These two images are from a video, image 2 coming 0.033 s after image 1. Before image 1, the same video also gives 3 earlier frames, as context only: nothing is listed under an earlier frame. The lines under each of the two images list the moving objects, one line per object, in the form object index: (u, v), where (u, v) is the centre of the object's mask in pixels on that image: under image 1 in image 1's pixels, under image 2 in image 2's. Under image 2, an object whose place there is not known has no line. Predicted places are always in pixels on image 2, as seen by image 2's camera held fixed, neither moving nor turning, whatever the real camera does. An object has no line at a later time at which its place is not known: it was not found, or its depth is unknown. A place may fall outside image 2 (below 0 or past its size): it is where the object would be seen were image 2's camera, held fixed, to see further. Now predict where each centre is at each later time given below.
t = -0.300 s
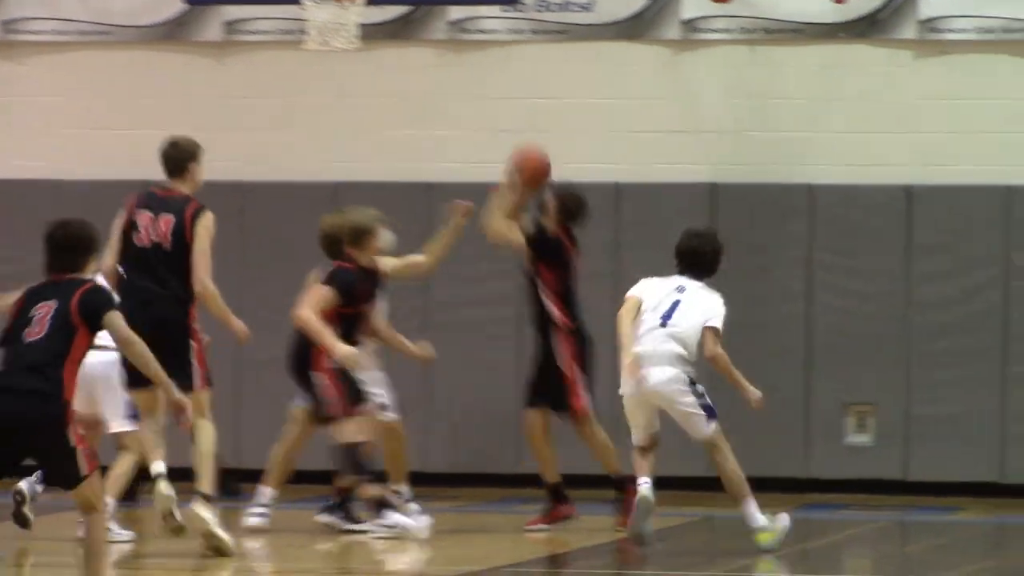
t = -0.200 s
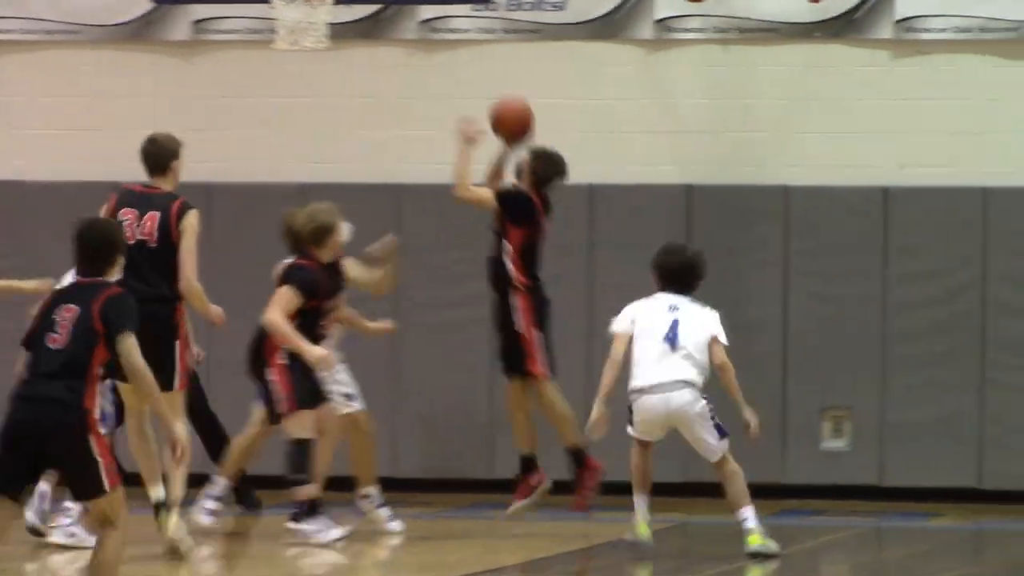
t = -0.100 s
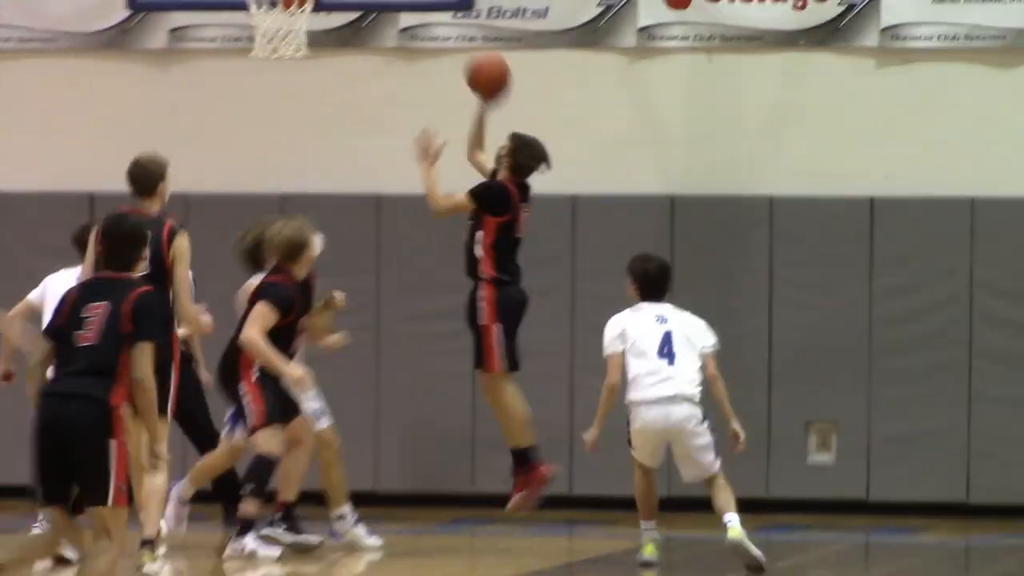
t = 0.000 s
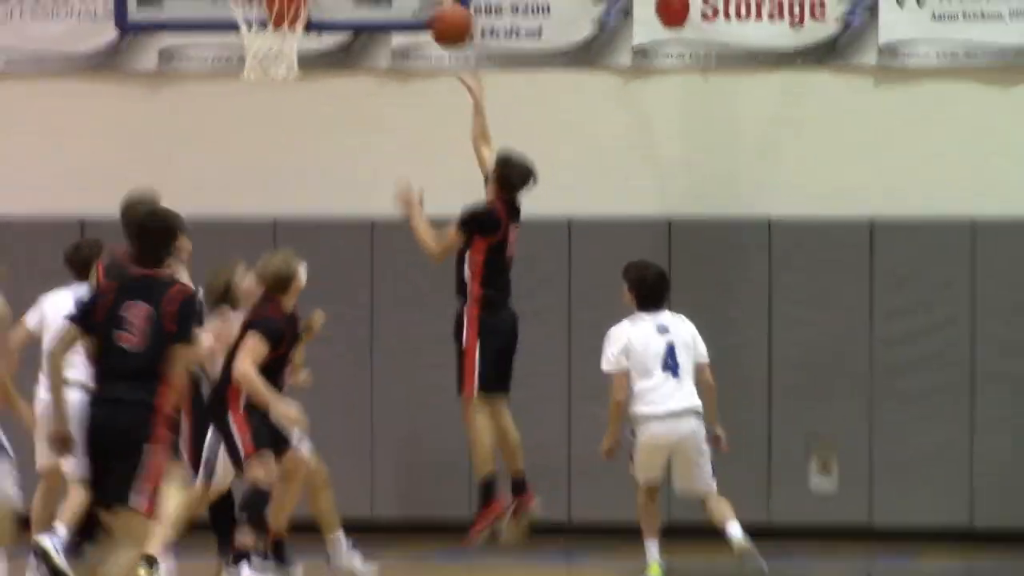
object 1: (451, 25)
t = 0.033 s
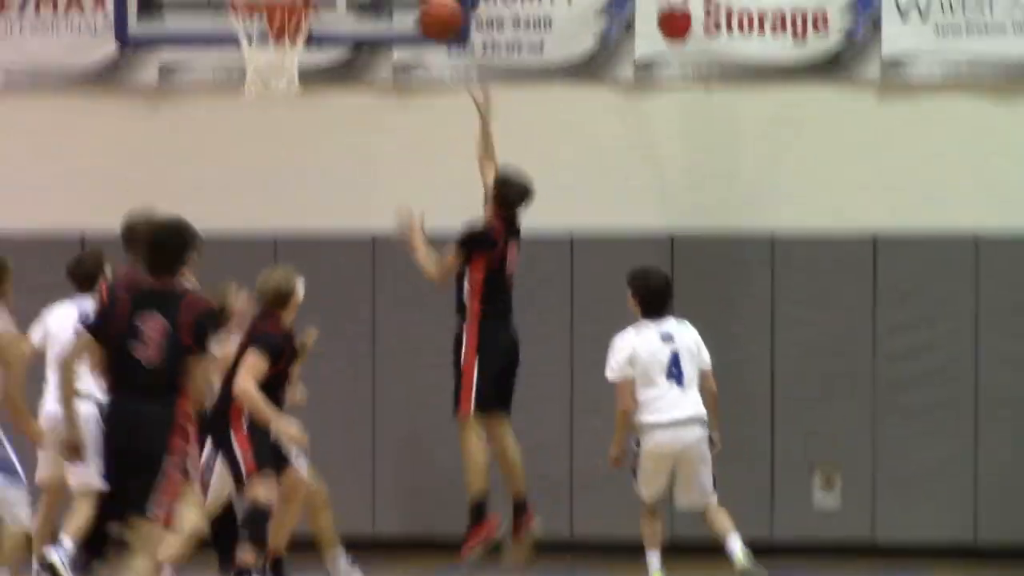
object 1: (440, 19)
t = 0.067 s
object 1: (427, 1)
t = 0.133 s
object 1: (401, -37)
